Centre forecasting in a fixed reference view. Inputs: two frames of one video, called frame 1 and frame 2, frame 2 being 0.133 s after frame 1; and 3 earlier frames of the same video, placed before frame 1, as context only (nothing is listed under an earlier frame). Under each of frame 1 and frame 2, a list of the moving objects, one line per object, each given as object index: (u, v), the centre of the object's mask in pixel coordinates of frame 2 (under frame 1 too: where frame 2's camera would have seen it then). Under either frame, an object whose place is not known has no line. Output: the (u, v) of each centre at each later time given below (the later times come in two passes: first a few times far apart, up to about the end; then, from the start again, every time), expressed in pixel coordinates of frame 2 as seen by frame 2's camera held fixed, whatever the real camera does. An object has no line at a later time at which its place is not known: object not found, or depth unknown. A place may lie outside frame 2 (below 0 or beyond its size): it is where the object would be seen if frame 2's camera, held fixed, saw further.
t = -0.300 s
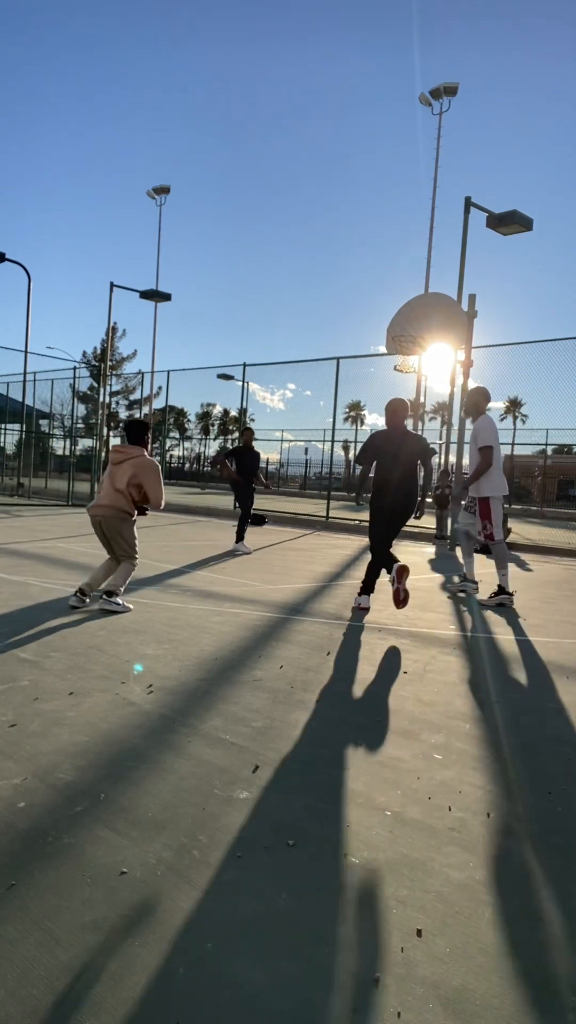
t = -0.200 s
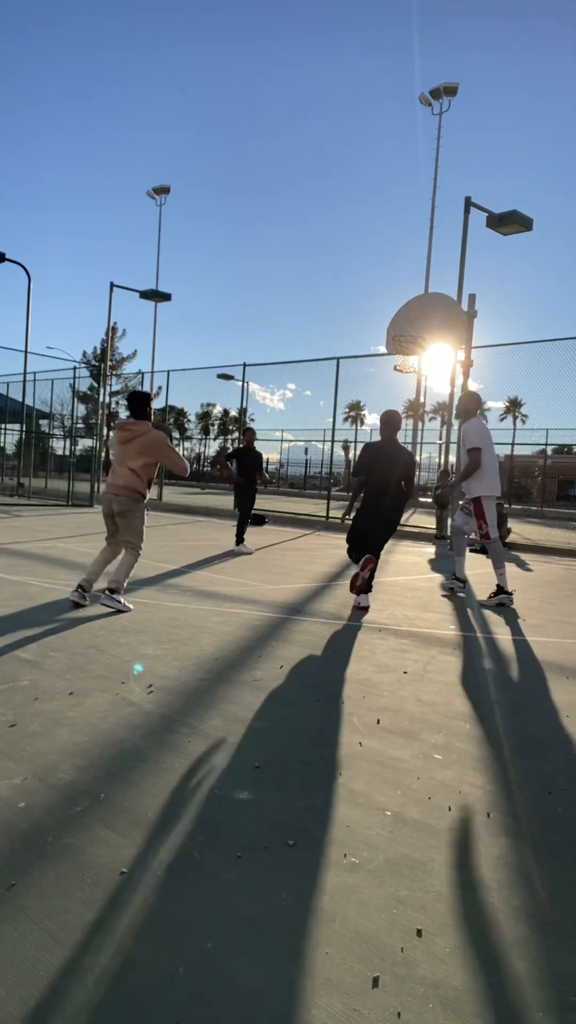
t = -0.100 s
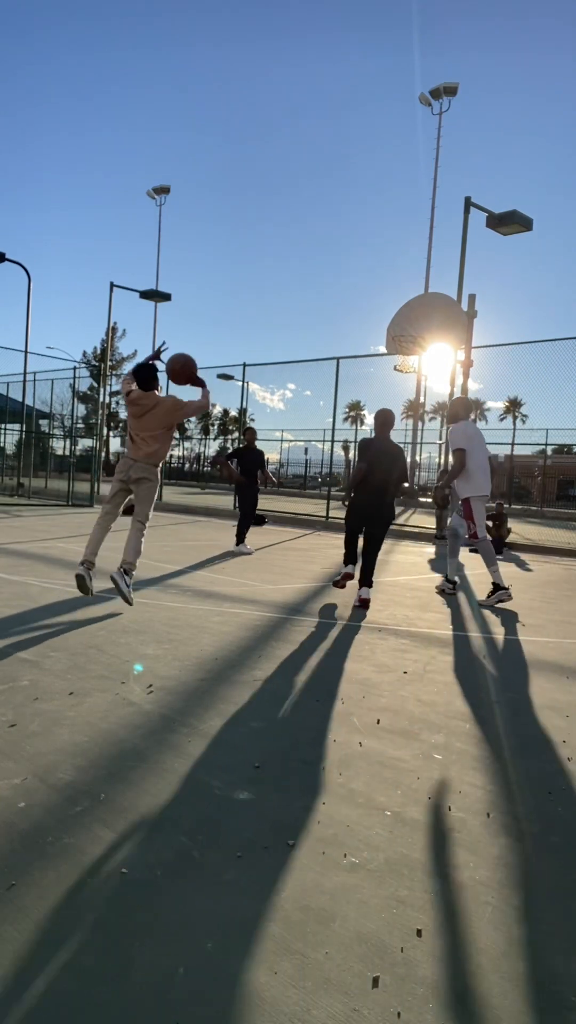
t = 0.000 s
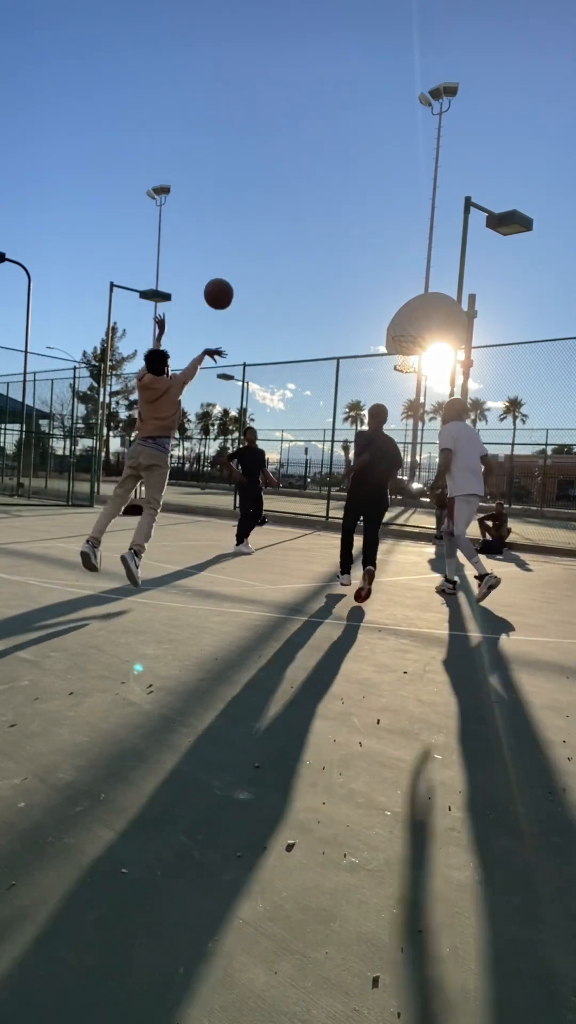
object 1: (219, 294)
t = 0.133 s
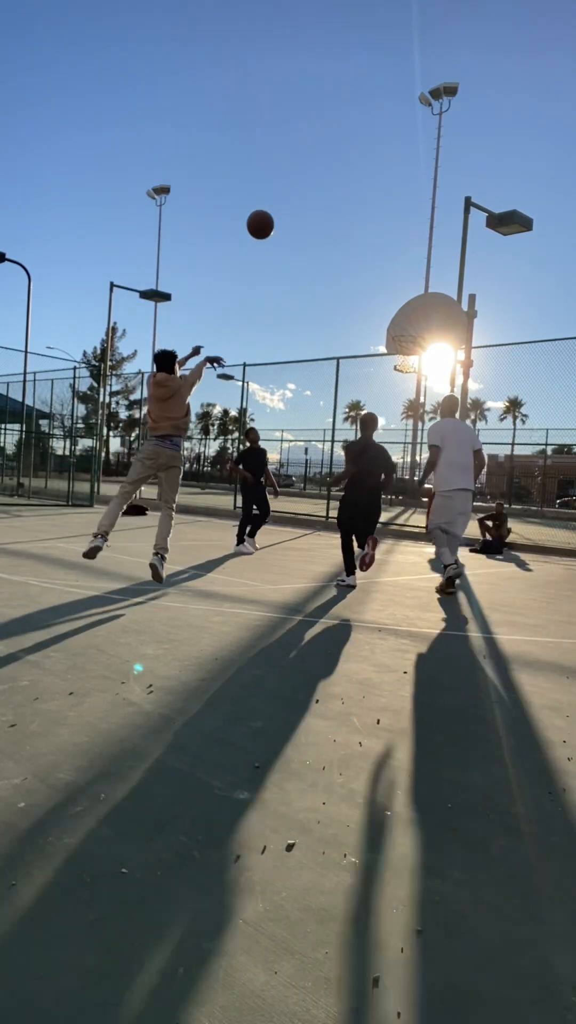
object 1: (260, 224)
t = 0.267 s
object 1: (294, 184)
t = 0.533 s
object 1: (345, 168)
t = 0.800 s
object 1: (378, 215)
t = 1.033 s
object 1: (398, 290)
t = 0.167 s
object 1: (269, 212)
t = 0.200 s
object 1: (278, 201)
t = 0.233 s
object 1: (286, 192)
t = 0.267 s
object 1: (294, 184)
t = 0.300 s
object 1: (302, 177)
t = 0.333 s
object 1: (309, 172)
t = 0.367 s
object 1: (316, 169)
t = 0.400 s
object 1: (322, 166)
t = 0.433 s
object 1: (328, 165)
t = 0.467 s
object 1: (334, 165)
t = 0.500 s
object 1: (340, 166)
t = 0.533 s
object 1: (345, 168)
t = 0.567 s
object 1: (350, 171)
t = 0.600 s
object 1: (355, 175)
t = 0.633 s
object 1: (359, 180)
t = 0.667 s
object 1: (364, 186)
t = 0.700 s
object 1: (368, 192)
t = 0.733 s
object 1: (372, 199)
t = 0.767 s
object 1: (375, 207)
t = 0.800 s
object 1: (378, 215)
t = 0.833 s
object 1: (382, 224)
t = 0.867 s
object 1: (385, 234)
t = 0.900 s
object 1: (388, 244)
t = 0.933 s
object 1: (391, 255)
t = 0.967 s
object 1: (393, 266)
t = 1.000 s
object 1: (396, 278)
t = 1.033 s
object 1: (398, 290)
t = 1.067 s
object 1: (400, 303)
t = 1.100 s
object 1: (402, 316)
